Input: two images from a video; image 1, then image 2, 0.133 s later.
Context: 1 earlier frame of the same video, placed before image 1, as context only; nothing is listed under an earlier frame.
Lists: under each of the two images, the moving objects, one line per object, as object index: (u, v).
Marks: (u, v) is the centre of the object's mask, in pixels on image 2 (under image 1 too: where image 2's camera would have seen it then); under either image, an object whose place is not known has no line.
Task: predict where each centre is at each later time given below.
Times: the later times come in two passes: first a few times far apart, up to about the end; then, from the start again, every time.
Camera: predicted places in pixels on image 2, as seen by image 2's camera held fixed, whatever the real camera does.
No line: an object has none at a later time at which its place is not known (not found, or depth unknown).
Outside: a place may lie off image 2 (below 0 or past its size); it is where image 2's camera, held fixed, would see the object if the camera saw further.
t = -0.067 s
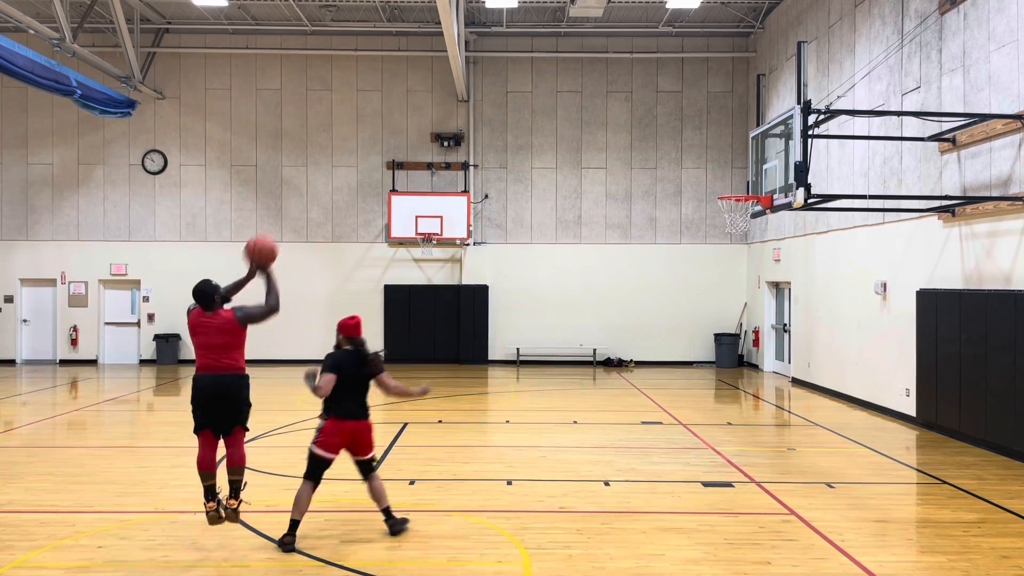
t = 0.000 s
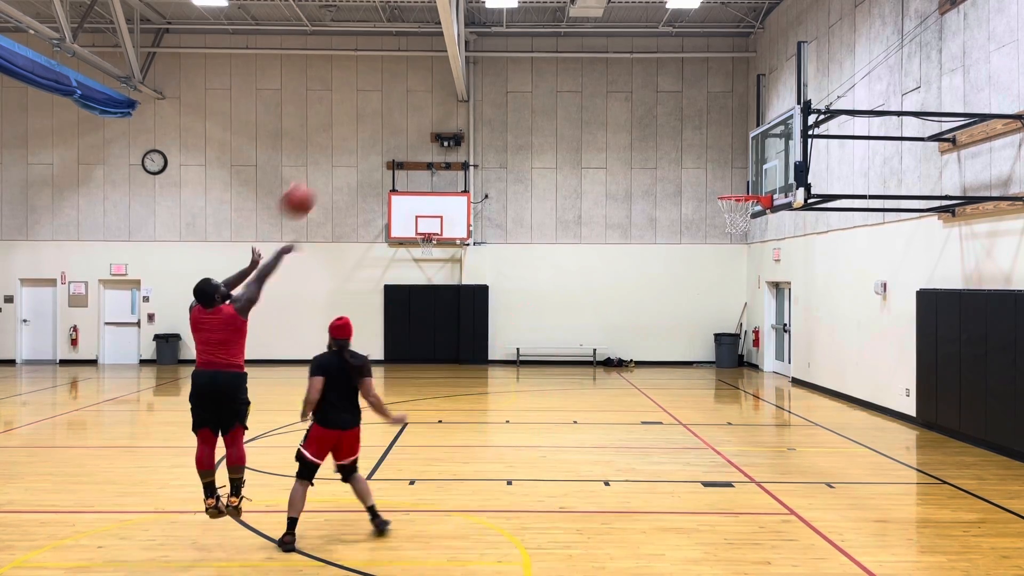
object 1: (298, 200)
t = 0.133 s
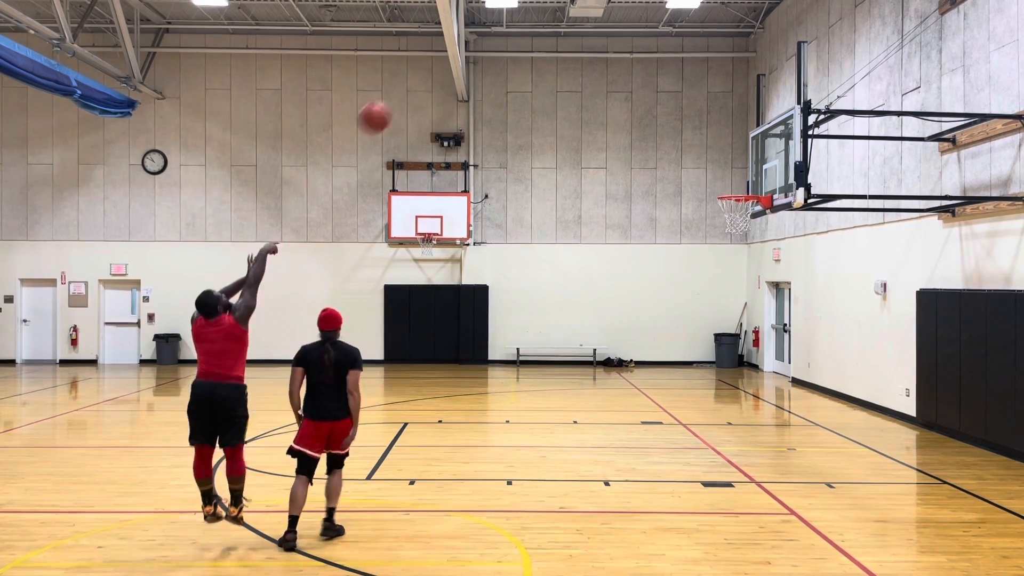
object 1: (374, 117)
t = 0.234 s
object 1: (426, 75)
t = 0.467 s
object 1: (529, 30)
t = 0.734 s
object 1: (620, 49)
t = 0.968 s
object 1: (686, 113)
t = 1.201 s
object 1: (739, 208)
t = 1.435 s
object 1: (759, 246)
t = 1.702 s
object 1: (778, 328)
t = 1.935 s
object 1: (793, 427)
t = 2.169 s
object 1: (792, 349)
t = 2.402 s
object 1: (789, 310)
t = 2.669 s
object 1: (786, 318)
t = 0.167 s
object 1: (393, 102)
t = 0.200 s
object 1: (409, 87)
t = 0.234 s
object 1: (426, 75)
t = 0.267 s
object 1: (442, 65)
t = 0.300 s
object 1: (457, 56)
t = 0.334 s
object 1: (473, 47)
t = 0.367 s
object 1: (487, 41)
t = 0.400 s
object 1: (502, 36)
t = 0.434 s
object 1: (516, 32)
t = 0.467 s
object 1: (529, 30)
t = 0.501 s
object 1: (541, 29)
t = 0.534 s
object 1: (554, 28)
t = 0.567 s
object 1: (566, 29)
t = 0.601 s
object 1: (577, 32)
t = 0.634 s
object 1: (588, 35)
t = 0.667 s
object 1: (600, 39)
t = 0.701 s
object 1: (611, 44)
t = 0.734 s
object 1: (620, 49)
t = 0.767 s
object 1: (631, 56)
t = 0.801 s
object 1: (640, 64)
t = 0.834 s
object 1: (650, 72)
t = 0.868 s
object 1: (659, 81)
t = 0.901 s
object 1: (669, 91)
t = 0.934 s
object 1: (677, 102)
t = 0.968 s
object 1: (686, 113)
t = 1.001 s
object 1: (694, 125)
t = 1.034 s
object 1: (702, 137)
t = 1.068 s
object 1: (710, 151)
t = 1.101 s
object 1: (718, 164)
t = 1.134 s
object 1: (725, 179)
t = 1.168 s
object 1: (733, 189)
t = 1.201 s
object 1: (739, 208)
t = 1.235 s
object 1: (746, 219)
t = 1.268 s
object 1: (748, 221)
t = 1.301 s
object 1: (750, 225)
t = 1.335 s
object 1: (753, 228)
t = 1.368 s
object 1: (755, 233)
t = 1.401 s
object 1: (757, 239)
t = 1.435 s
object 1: (759, 246)
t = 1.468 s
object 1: (762, 253)
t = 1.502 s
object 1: (764, 261)
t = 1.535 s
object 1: (767, 270)
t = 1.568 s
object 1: (769, 280)
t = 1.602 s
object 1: (771, 291)
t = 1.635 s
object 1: (774, 303)
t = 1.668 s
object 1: (776, 315)
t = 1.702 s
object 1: (778, 328)
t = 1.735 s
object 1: (780, 341)
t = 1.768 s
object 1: (783, 357)
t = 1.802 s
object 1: (785, 371)
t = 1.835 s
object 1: (787, 388)
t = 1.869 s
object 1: (790, 403)
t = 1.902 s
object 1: (792, 422)
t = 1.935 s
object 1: (793, 427)
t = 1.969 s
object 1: (794, 413)
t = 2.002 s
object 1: (793, 399)
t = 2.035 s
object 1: (792, 389)
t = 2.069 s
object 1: (793, 377)
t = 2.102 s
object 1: (792, 367)
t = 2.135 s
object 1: (792, 357)
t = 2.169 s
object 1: (792, 349)
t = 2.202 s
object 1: (791, 341)
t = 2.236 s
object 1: (791, 334)
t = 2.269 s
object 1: (791, 327)
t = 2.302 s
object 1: (790, 322)
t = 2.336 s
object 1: (790, 317)
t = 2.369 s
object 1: (790, 313)
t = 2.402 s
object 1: (789, 310)
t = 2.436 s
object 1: (789, 308)
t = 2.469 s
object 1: (789, 307)
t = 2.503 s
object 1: (788, 307)
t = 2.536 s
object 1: (788, 307)
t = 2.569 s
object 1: (788, 309)
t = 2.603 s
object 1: (787, 311)
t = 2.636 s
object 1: (787, 314)
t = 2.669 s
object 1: (786, 318)
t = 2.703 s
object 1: (786, 323)
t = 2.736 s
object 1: (786, 329)
